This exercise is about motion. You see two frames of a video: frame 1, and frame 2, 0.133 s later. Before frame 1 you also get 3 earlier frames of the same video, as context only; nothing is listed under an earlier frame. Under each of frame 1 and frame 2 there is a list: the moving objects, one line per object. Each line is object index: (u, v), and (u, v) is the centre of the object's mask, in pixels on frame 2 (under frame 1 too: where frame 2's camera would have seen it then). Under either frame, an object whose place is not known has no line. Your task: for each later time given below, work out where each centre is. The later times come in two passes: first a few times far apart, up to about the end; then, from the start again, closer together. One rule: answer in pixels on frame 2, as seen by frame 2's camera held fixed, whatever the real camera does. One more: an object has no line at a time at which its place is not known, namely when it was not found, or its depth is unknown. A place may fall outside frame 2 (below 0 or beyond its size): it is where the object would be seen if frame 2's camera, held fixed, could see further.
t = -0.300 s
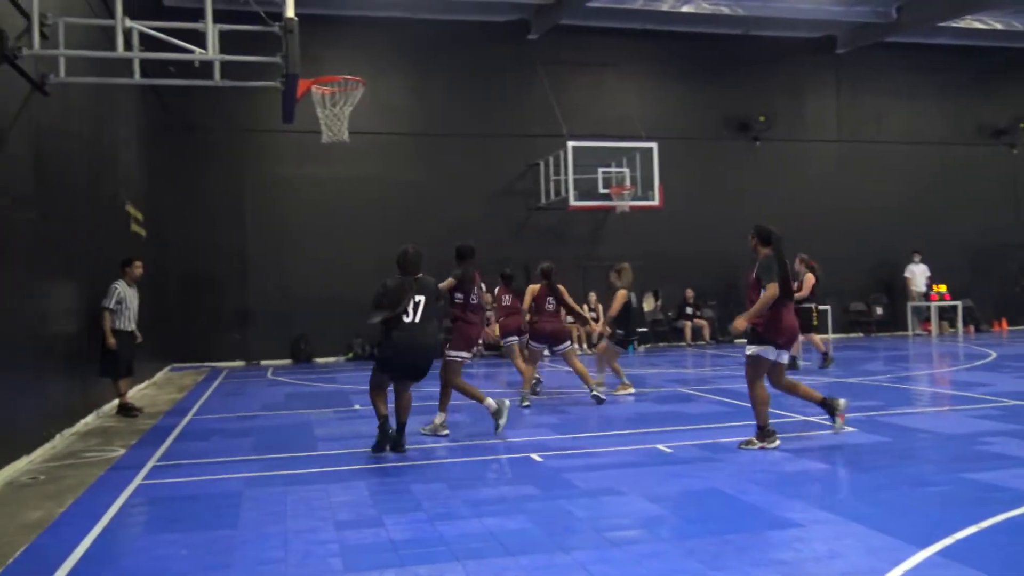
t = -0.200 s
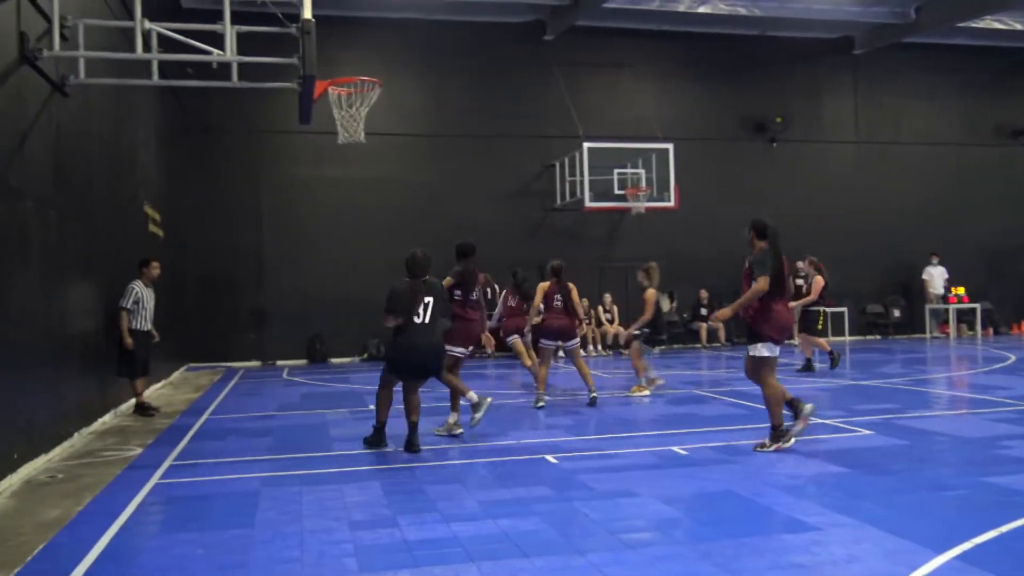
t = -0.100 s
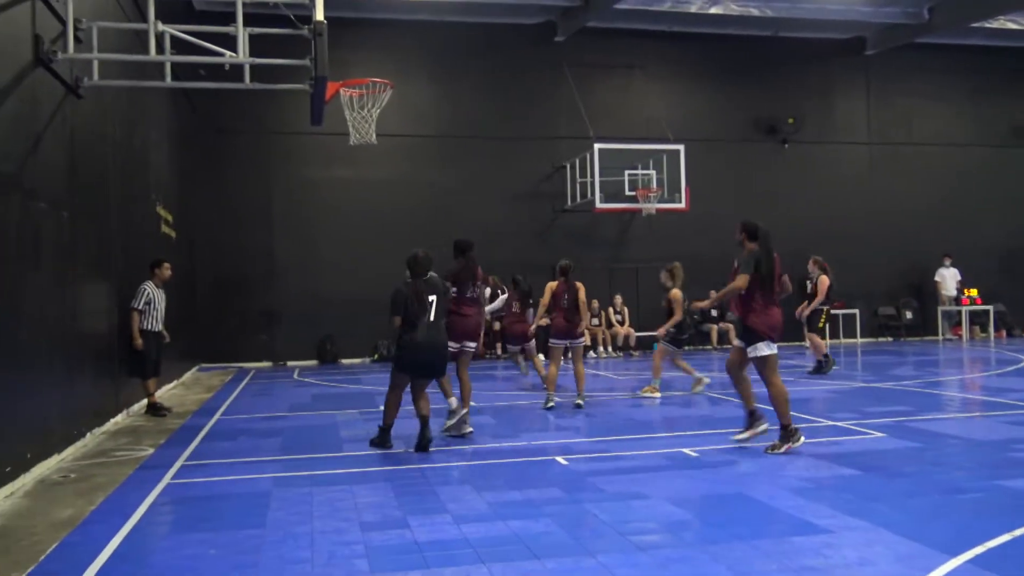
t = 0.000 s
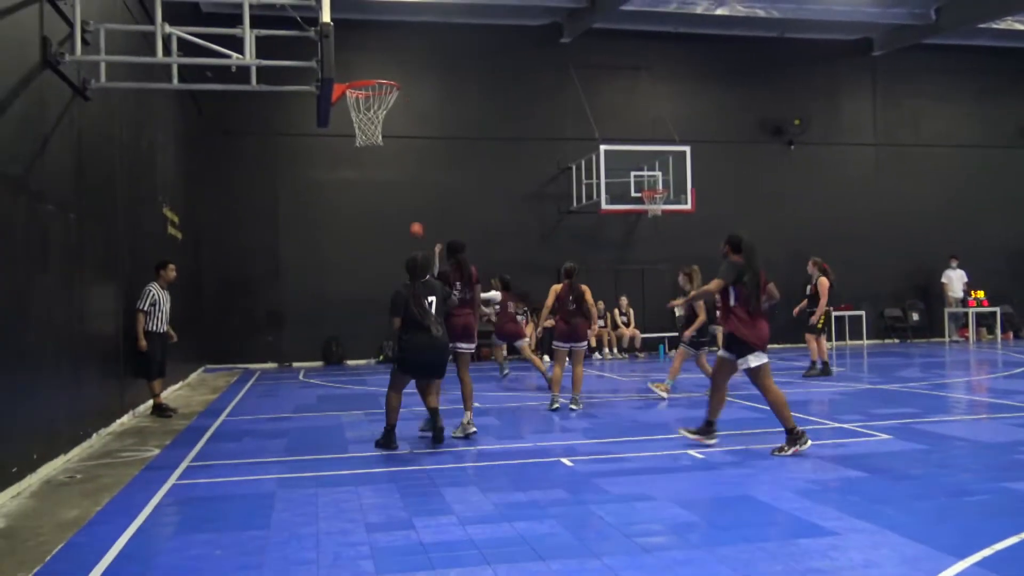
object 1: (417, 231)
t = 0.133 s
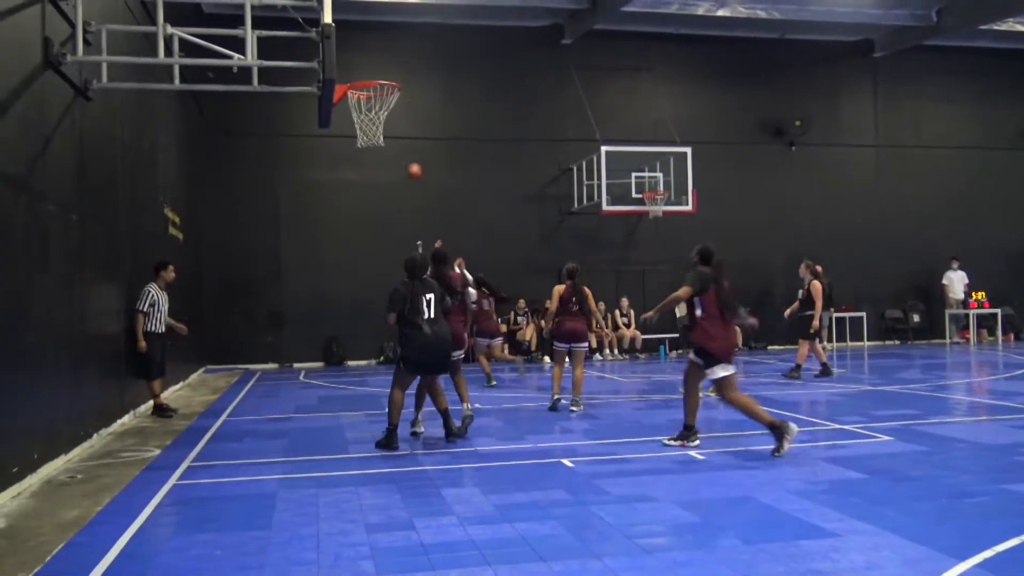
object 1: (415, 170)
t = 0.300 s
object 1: (411, 108)
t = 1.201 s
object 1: (395, 39)
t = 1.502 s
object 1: (365, 45)
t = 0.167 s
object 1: (414, 157)
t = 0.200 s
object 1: (413, 145)
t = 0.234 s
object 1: (412, 131)
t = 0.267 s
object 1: (412, 120)
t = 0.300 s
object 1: (411, 108)
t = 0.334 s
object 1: (411, 96)
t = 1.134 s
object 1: (396, 21)
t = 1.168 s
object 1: (395, 29)
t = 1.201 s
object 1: (395, 39)
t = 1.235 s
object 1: (395, 50)
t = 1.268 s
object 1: (393, 63)
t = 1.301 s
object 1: (393, 75)
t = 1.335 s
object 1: (389, 72)
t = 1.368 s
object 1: (384, 67)
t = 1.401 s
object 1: (379, 59)
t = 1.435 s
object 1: (374, 54)
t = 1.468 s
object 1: (369, 48)
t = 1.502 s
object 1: (365, 45)
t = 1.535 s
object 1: (360, 43)
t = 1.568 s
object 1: (355, 42)
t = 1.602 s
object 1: (350, 42)
